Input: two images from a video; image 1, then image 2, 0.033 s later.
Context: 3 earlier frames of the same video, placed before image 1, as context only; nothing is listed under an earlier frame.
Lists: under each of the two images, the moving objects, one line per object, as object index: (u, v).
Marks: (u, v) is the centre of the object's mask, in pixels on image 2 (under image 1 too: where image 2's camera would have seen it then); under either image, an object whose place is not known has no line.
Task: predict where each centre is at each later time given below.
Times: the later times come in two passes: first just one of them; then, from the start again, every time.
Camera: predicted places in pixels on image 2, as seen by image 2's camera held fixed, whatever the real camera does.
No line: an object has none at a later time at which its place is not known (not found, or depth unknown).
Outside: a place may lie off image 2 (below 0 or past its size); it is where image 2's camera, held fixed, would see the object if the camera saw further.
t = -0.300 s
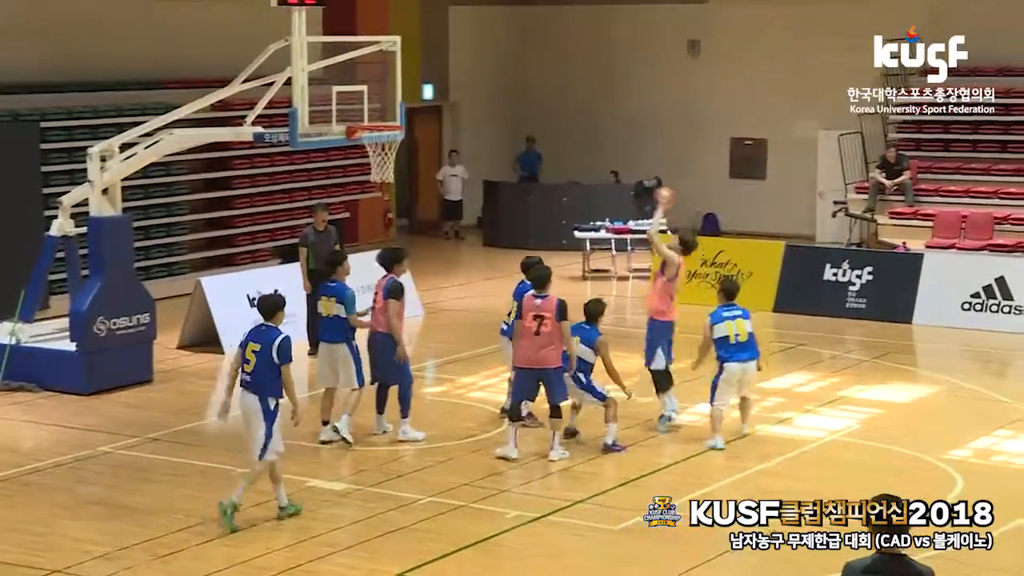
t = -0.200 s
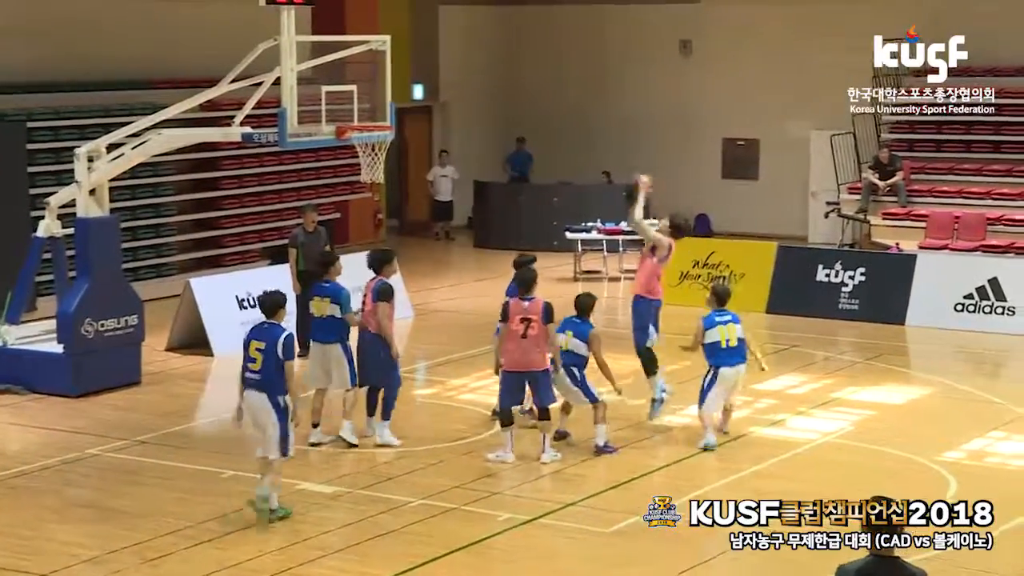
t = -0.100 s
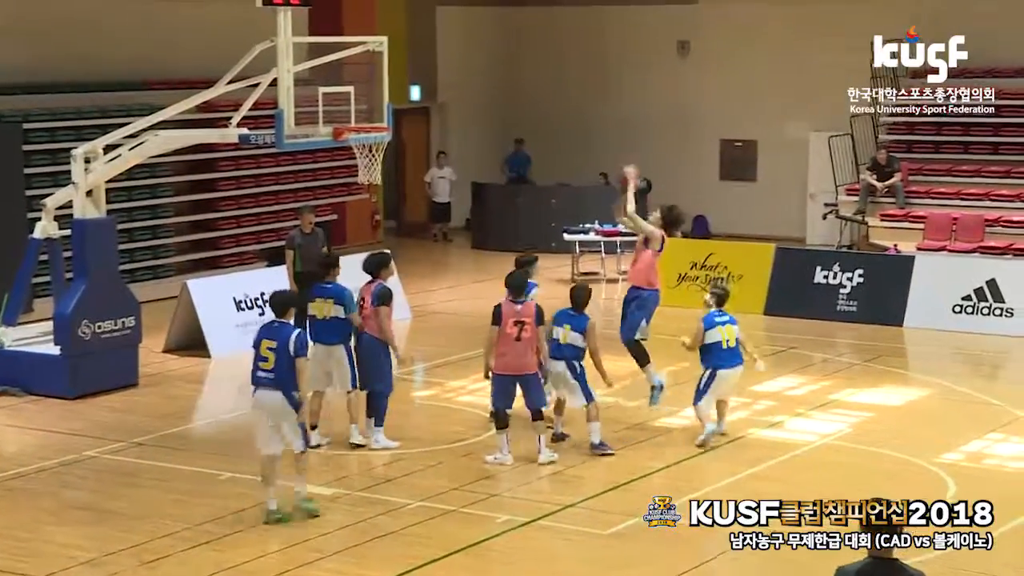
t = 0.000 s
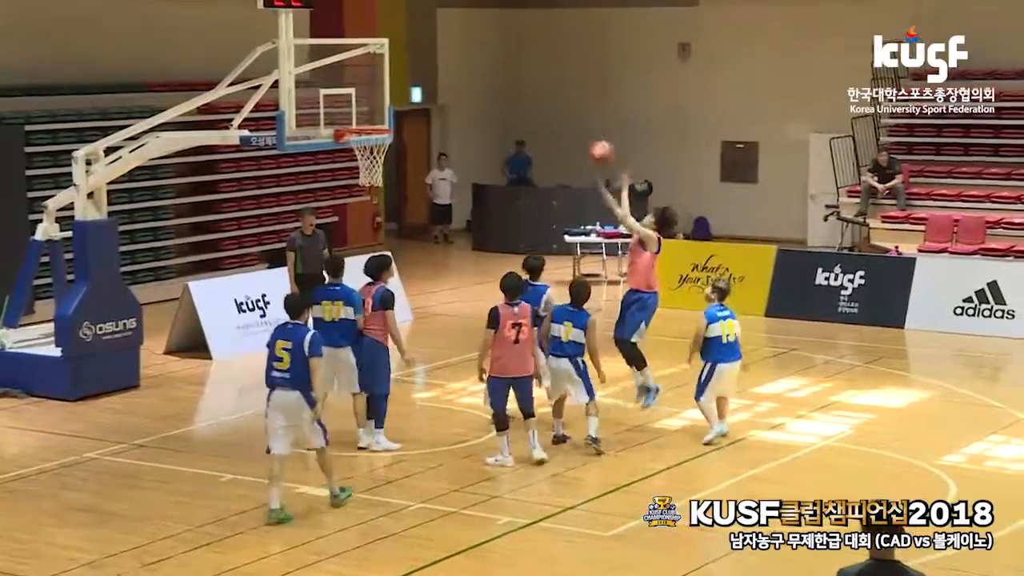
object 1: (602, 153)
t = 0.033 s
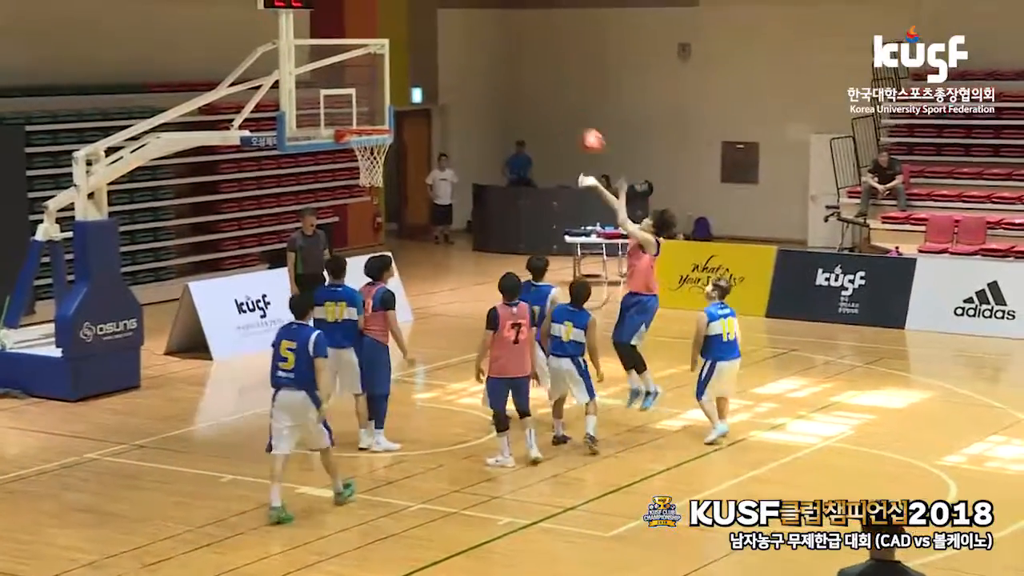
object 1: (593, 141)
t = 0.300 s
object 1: (485, 68)
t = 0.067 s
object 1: (576, 128)
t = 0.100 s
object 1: (563, 115)
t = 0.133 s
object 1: (549, 107)
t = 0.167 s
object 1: (537, 97)
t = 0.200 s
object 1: (523, 88)
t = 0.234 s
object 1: (510, 81)
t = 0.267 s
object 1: (496, 76)
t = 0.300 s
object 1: (485, 68)
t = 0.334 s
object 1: (468, 65)
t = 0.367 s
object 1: (457, 63)
